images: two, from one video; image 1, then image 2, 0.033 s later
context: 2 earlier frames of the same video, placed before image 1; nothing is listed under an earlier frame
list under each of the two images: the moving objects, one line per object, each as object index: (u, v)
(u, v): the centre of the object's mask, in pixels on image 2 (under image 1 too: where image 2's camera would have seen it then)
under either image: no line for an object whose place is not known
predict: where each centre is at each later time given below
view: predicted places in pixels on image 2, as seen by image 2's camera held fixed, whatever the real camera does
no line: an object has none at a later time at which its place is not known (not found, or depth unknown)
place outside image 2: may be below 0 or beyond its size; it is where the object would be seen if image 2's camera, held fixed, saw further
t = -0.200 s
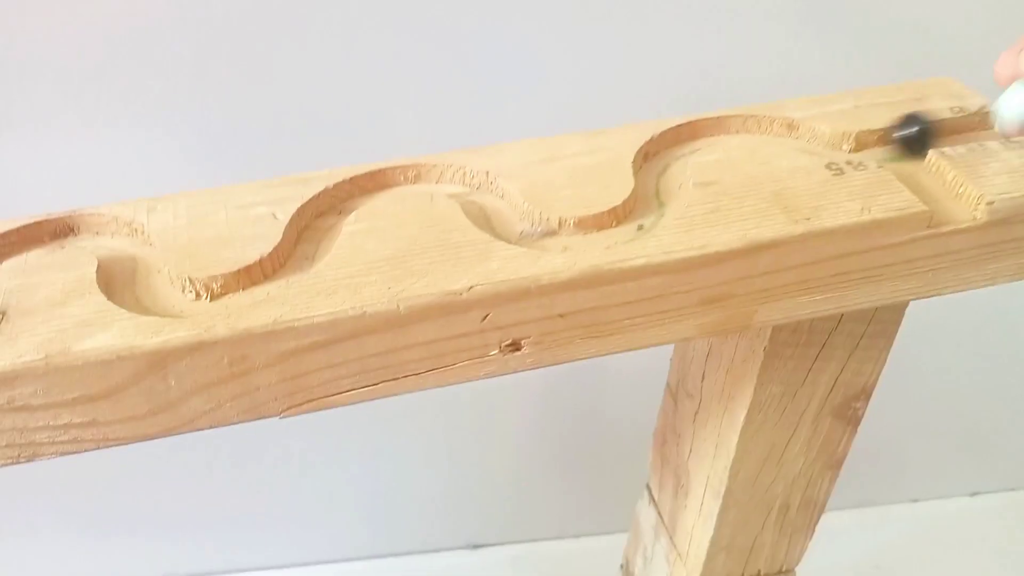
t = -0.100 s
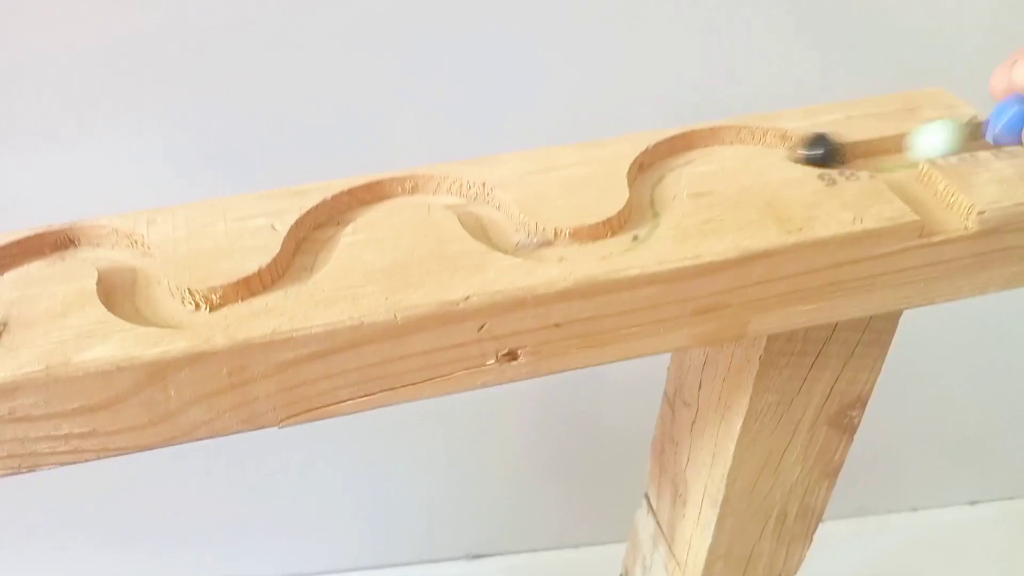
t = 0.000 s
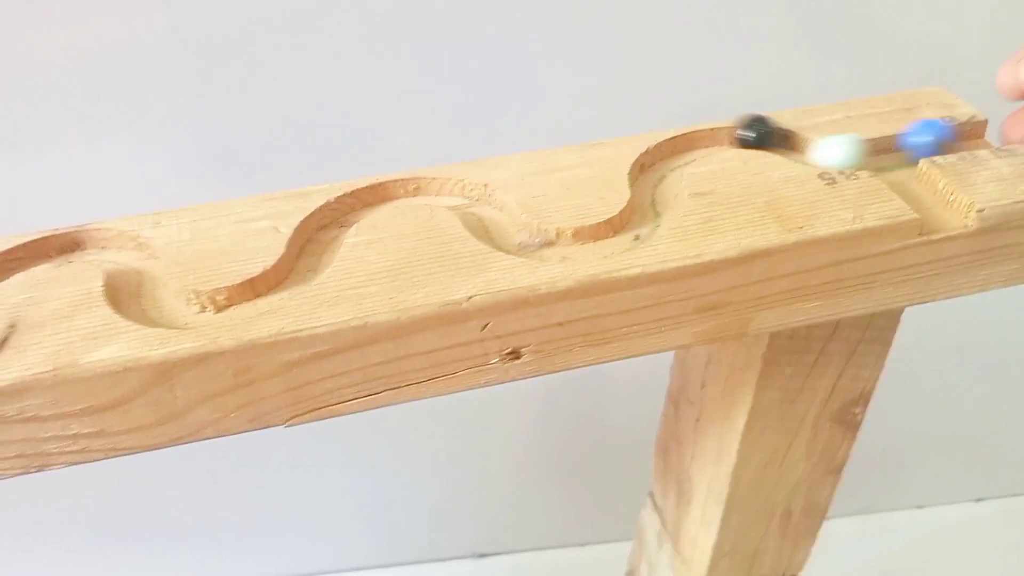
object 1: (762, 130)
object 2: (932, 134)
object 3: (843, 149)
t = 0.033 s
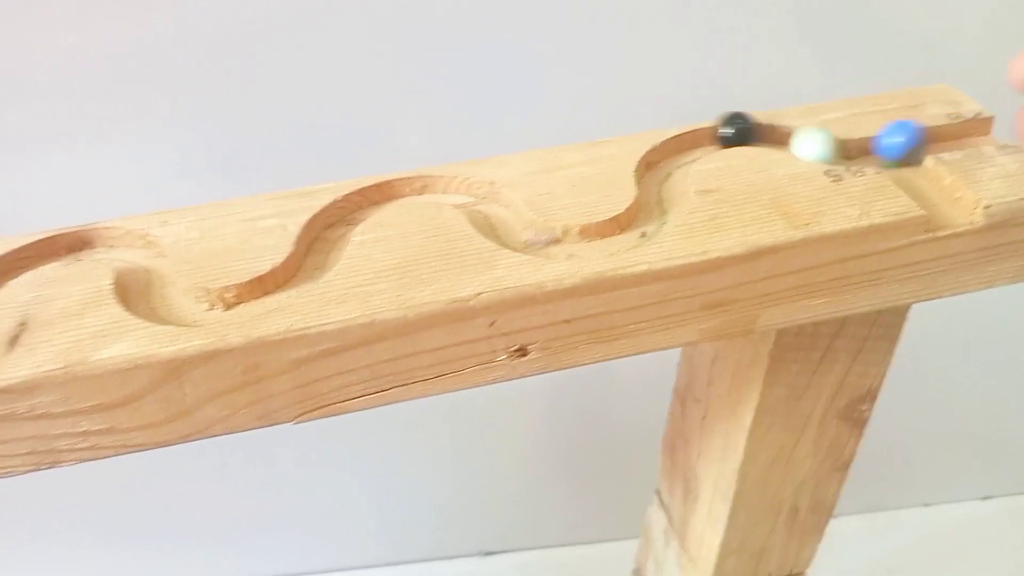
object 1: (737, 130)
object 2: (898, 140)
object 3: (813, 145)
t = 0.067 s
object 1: (711, 133)
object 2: (867, 145)
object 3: (796, 137)
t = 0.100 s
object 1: (688, 141)
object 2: (831, 146)
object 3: (774, 131)
